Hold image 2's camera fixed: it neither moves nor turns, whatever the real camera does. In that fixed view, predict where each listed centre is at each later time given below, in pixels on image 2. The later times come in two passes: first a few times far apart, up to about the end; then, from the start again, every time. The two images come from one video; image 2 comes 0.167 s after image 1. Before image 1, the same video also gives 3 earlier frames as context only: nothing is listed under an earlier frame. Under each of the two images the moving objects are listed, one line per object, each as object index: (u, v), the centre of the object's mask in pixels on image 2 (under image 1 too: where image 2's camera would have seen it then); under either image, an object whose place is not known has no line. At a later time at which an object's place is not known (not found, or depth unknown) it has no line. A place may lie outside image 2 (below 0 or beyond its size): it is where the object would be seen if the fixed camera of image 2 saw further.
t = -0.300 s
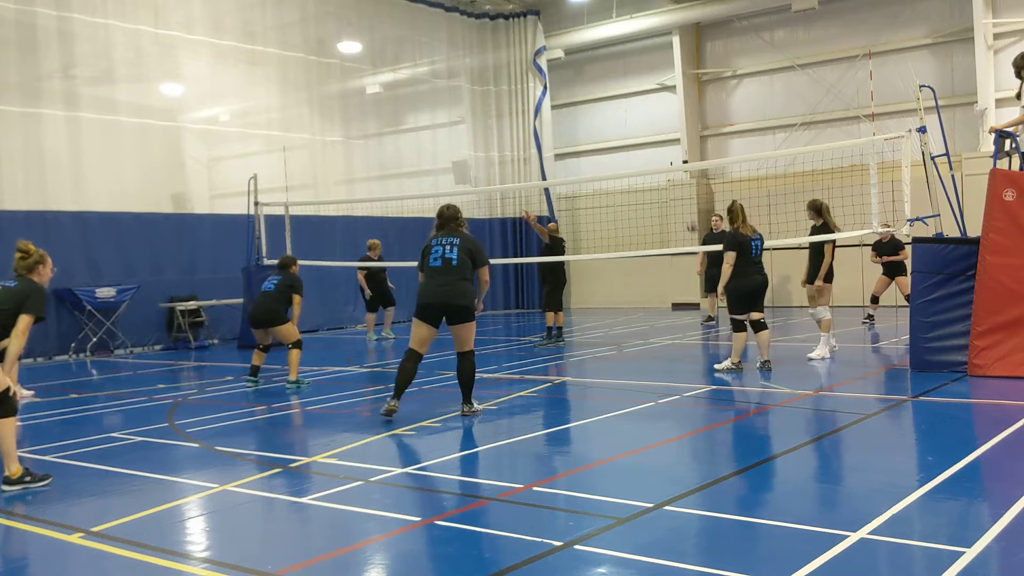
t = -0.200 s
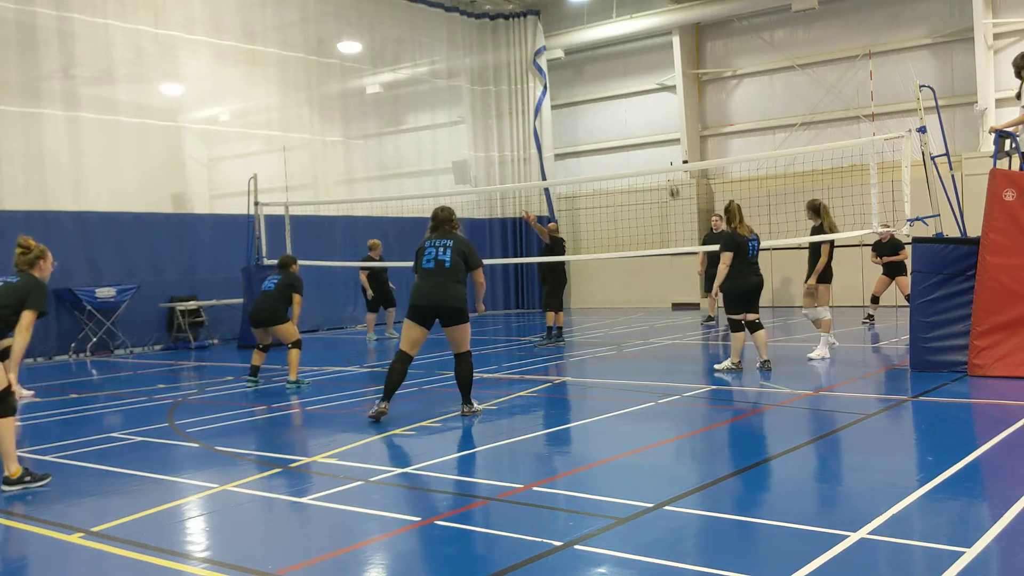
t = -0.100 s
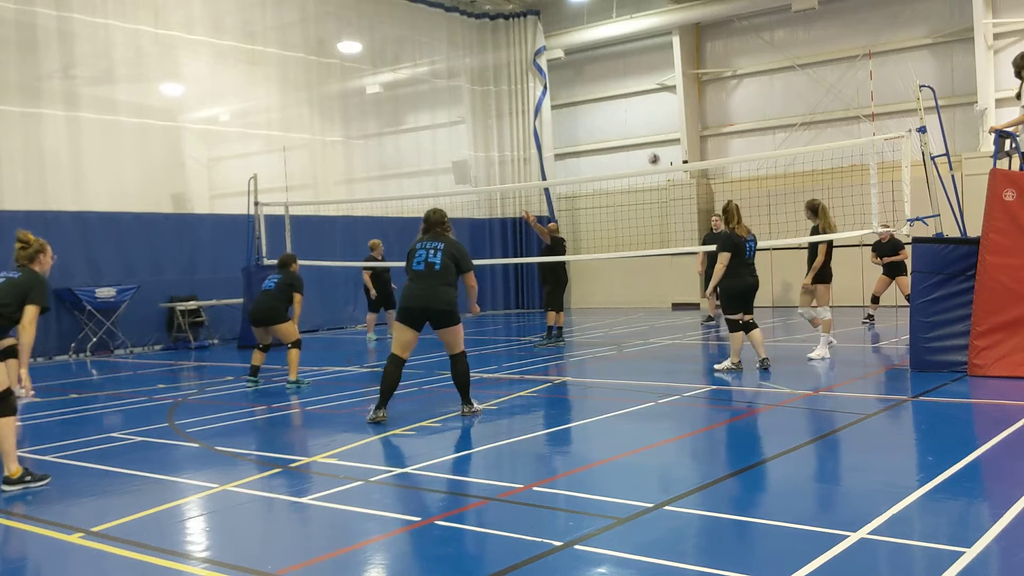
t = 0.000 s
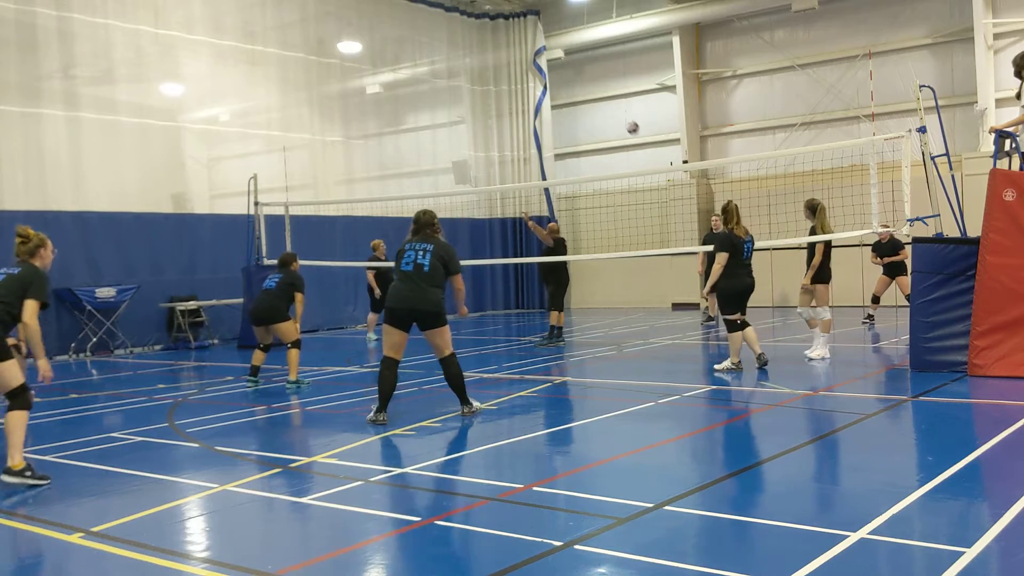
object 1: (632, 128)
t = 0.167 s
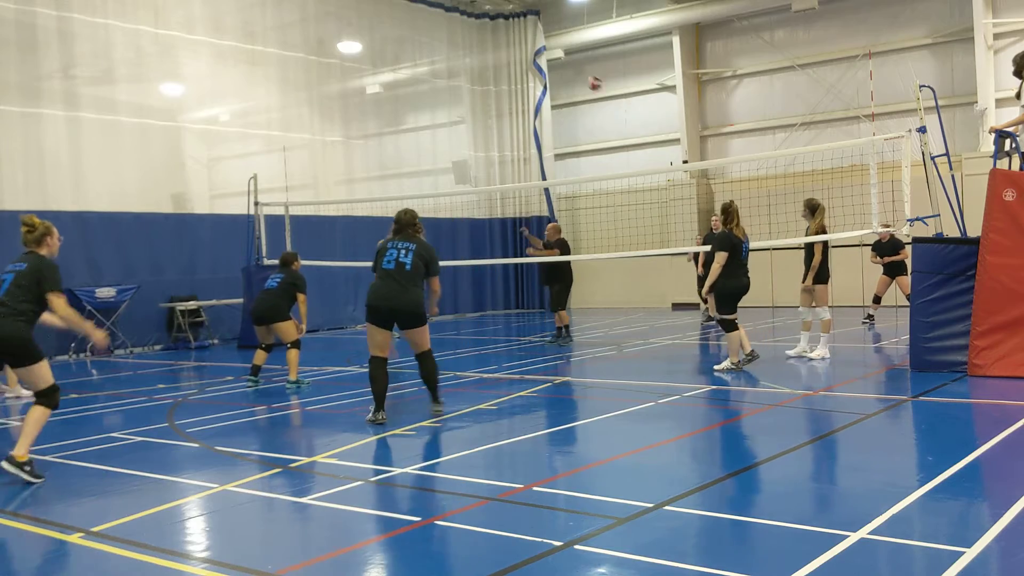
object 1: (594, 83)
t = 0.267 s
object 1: (568, 63)
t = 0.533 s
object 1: (486, 37)
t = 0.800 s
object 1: (385, 64)
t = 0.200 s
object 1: (586, 76)
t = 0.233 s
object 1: (577, 69)
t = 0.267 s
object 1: (568, 63)
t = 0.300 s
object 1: (561, 58)
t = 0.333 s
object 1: (552, 53)
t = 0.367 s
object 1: (540, 49)
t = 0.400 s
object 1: (529, 44)
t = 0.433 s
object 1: (520, 41)
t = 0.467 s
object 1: (508, 39)
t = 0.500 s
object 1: (497, 38)
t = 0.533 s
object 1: (486, 37)
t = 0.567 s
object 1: (476, 37)
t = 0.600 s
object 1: (464, 38)
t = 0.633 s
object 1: (453, 40)
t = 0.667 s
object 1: (440, 43)
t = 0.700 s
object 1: (428, 47)
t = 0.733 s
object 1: (413, 51)
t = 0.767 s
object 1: (400, 57)
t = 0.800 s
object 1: (385, 64)
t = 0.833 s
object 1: (371, 73)
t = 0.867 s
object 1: (356, 84)
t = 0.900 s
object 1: (339, 97)
